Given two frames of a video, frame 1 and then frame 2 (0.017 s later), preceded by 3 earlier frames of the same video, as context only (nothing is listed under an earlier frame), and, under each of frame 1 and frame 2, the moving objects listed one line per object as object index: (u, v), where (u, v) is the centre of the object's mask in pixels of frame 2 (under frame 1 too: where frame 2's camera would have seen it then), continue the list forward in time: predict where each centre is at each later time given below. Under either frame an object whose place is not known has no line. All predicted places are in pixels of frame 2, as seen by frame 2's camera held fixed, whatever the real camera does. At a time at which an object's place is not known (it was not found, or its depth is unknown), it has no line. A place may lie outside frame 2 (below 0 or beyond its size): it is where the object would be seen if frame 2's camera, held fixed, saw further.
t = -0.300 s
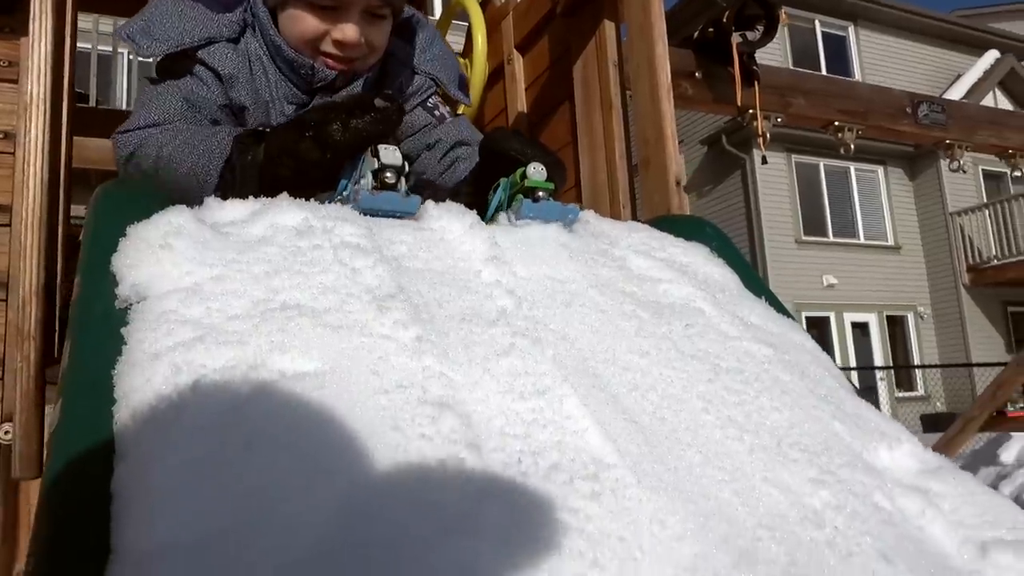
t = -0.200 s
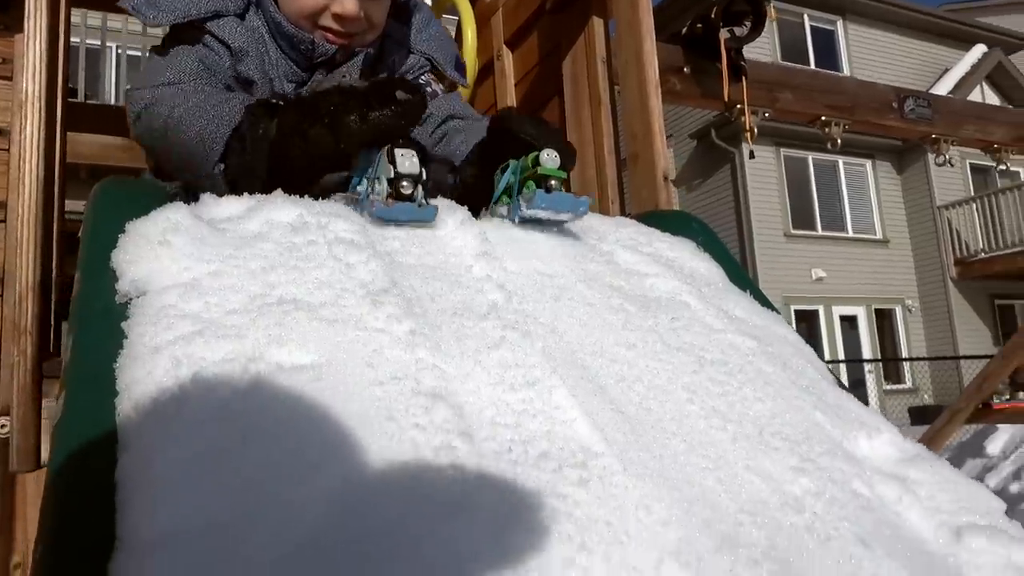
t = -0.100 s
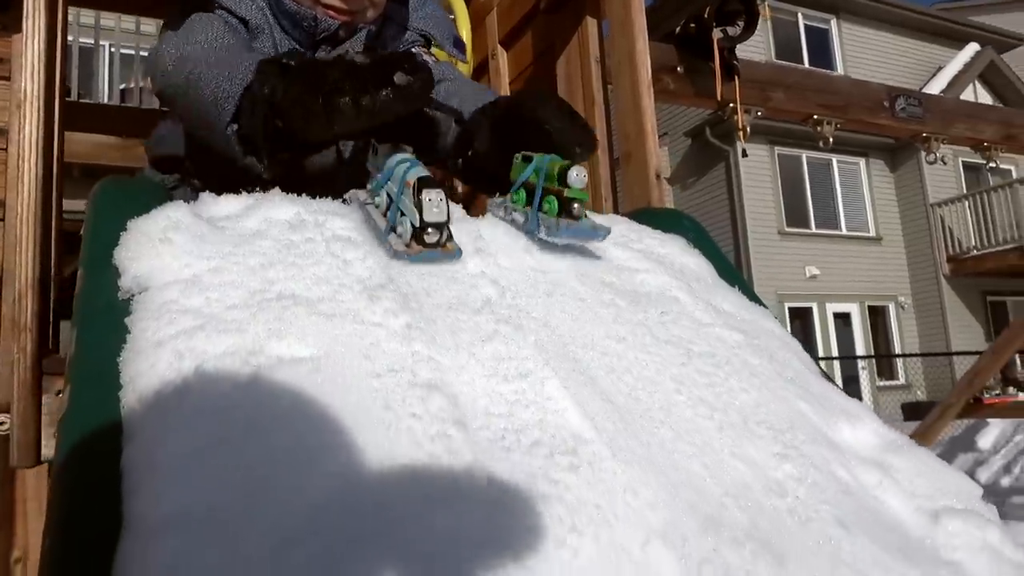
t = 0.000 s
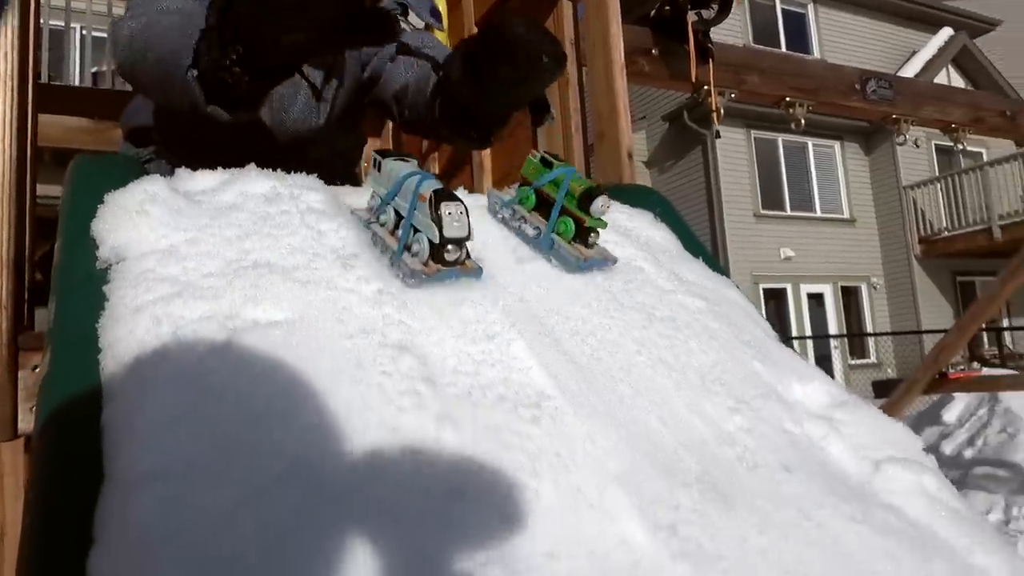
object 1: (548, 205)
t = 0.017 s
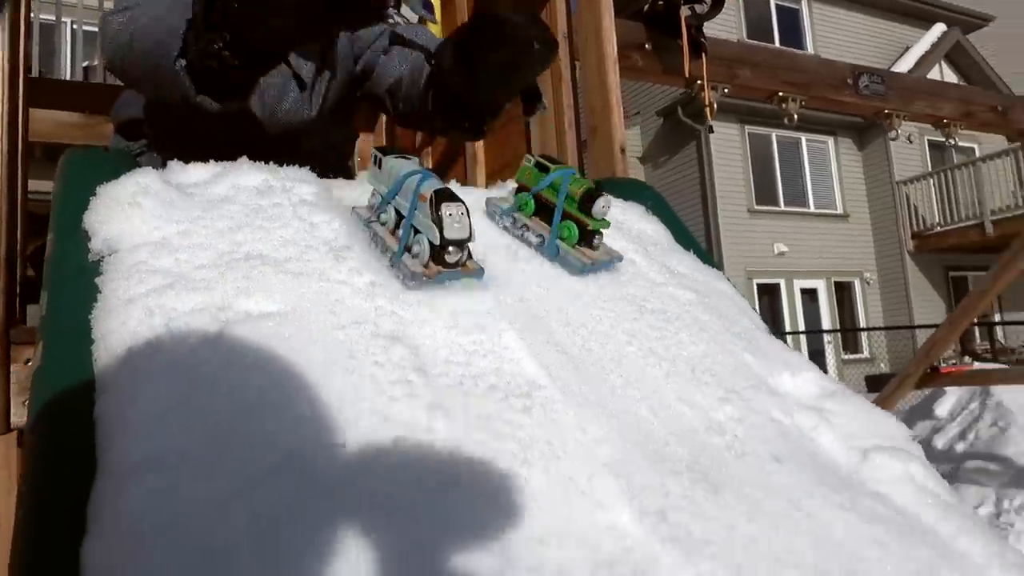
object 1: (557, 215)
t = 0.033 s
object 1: (567, 223)
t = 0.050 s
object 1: (577, 232)
